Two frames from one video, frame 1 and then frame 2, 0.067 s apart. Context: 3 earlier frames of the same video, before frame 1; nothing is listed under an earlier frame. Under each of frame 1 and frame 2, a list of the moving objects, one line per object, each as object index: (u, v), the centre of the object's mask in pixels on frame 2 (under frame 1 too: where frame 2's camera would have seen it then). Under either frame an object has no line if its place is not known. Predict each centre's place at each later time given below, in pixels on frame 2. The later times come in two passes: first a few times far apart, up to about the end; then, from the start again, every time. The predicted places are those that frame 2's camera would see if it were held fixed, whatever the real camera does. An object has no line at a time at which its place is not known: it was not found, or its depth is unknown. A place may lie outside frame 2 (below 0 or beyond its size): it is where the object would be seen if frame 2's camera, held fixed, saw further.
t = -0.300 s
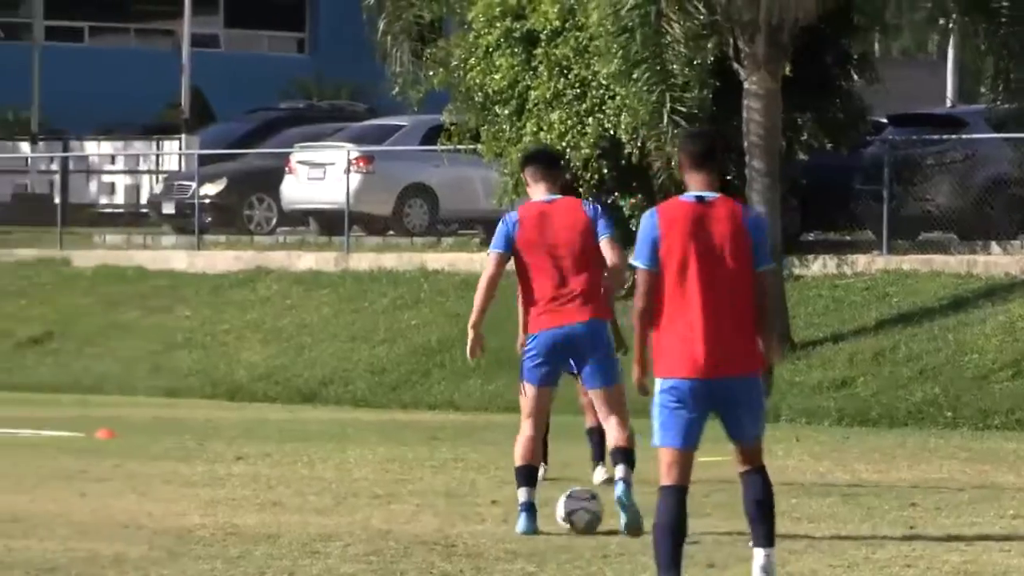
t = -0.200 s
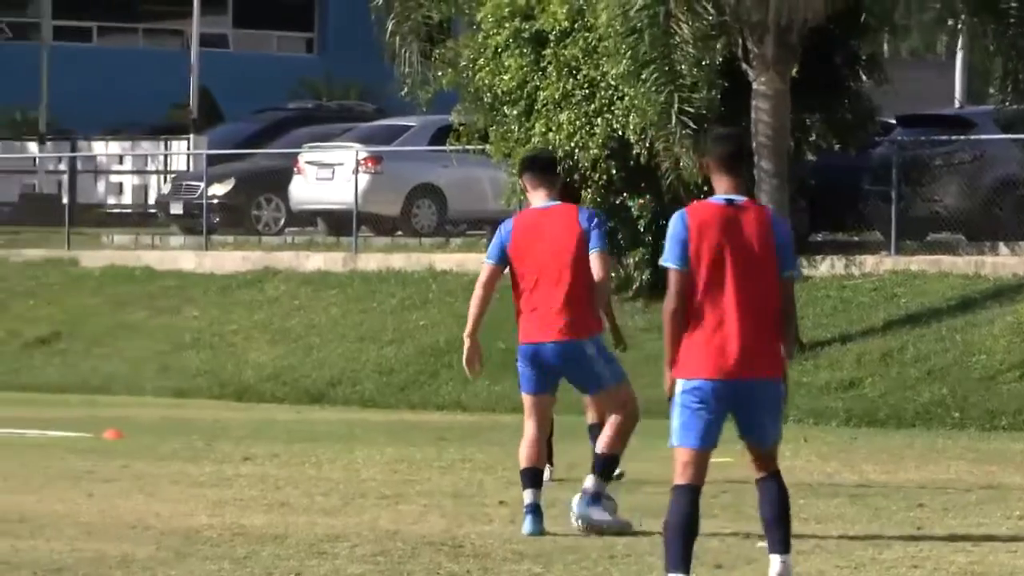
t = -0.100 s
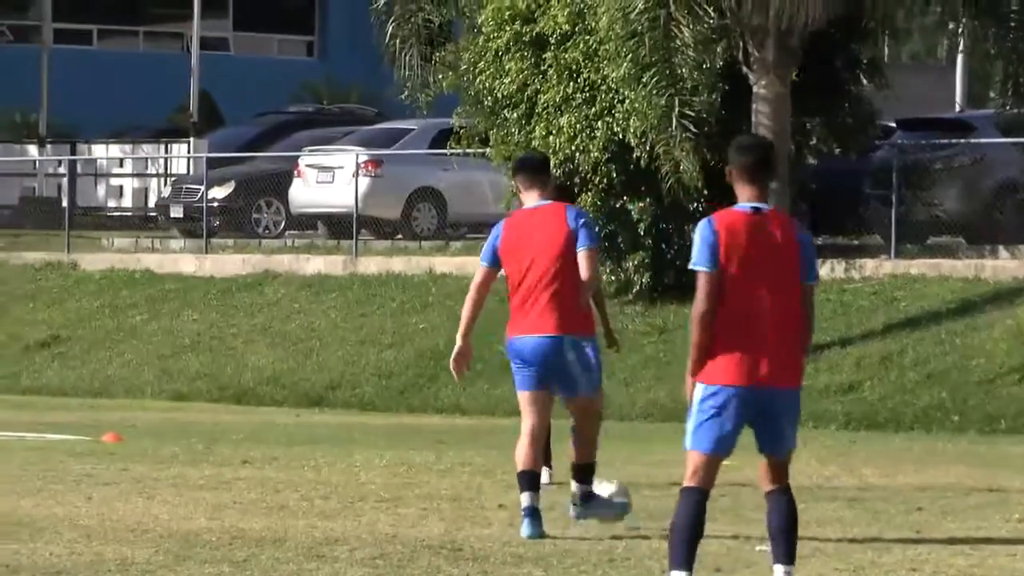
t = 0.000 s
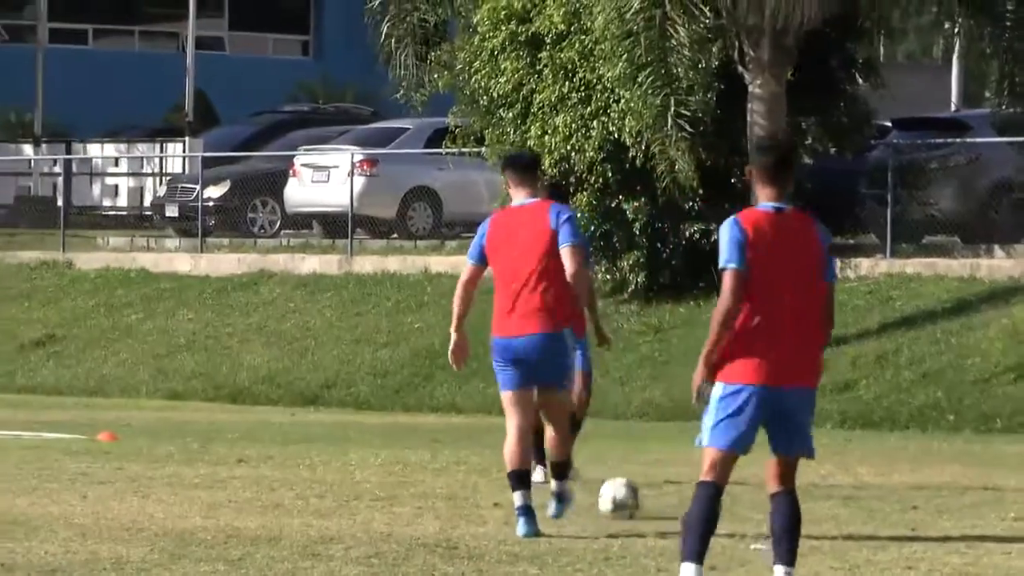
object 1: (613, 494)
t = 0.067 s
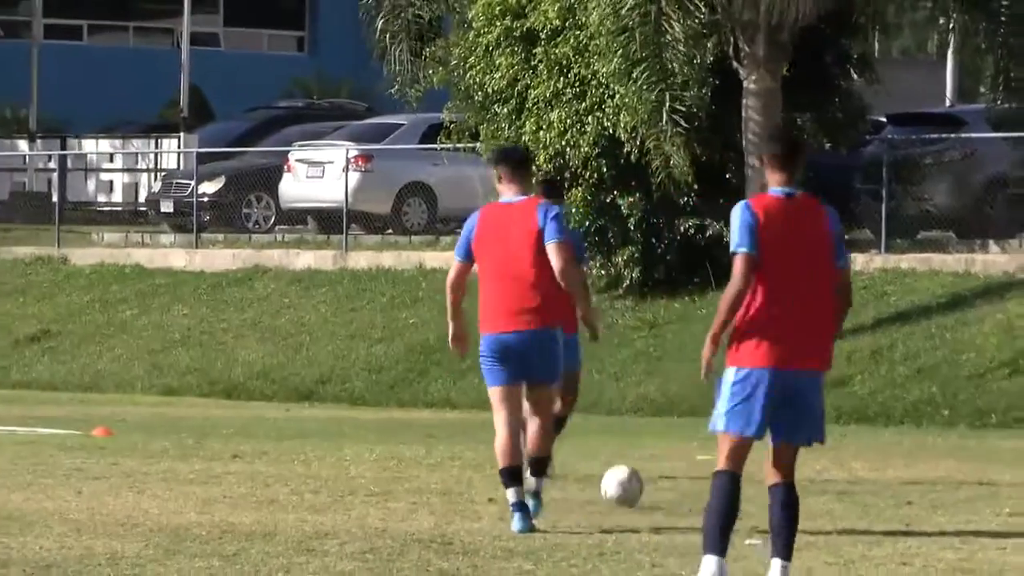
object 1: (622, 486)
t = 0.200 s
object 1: (637, 481)
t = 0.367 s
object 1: (655, 467)
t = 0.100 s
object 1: (627, 483)
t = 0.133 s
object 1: (630, 479)
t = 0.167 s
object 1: (634, 479)
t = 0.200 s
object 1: (637, 481)
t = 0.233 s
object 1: (641, 477)
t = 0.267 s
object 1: (645, 471)
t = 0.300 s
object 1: (648, 468)
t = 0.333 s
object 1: (651, 466)
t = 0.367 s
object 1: (655, 467)
